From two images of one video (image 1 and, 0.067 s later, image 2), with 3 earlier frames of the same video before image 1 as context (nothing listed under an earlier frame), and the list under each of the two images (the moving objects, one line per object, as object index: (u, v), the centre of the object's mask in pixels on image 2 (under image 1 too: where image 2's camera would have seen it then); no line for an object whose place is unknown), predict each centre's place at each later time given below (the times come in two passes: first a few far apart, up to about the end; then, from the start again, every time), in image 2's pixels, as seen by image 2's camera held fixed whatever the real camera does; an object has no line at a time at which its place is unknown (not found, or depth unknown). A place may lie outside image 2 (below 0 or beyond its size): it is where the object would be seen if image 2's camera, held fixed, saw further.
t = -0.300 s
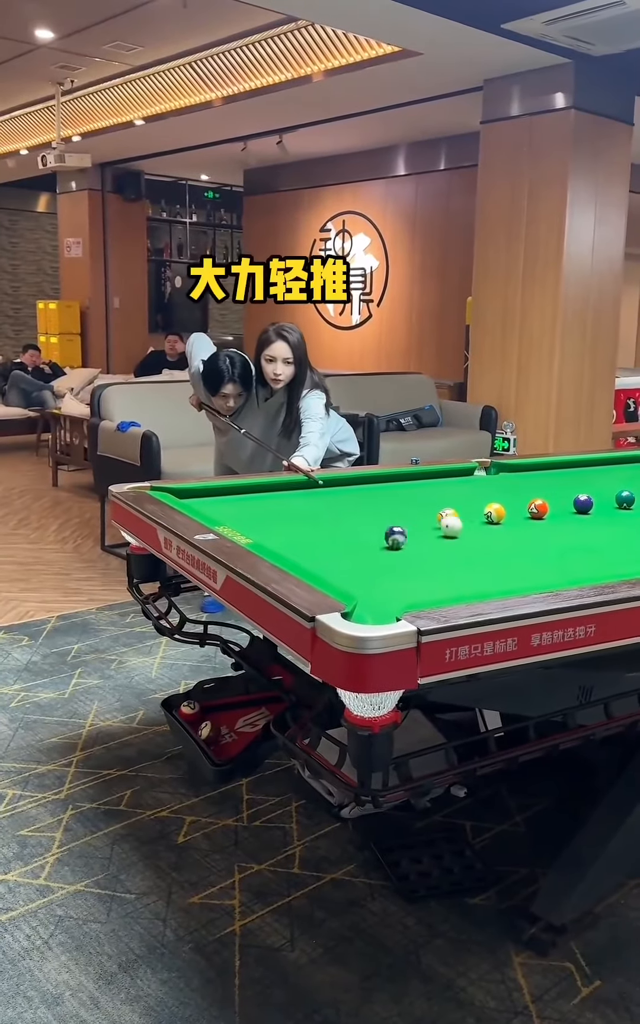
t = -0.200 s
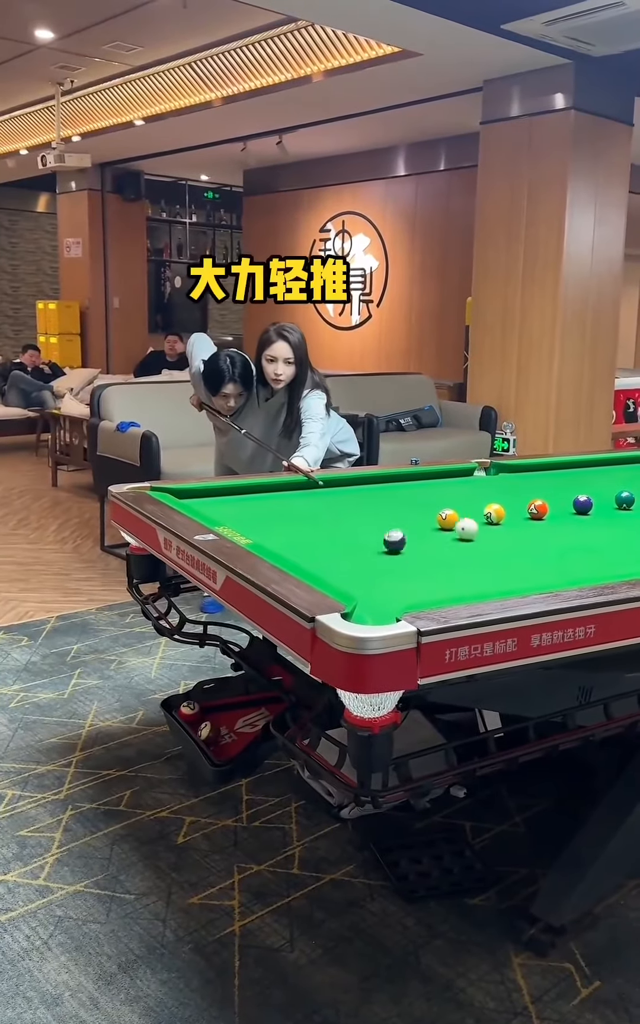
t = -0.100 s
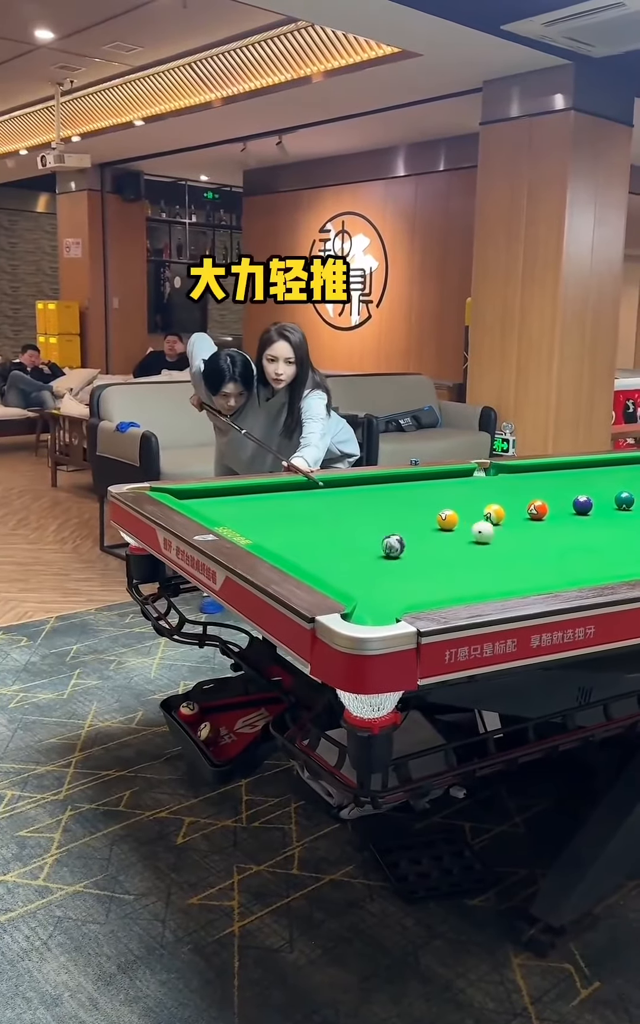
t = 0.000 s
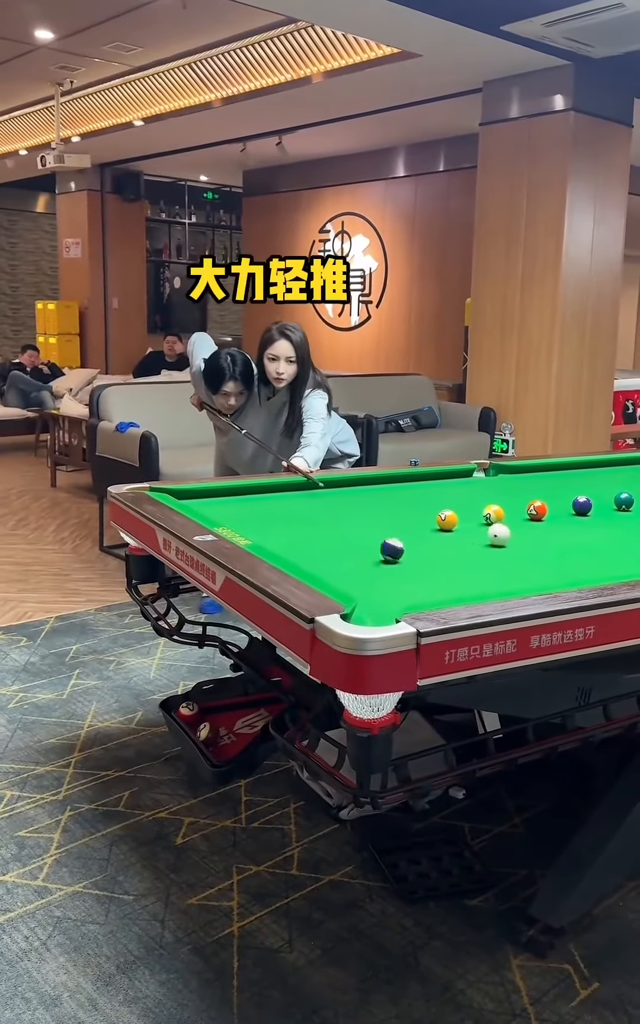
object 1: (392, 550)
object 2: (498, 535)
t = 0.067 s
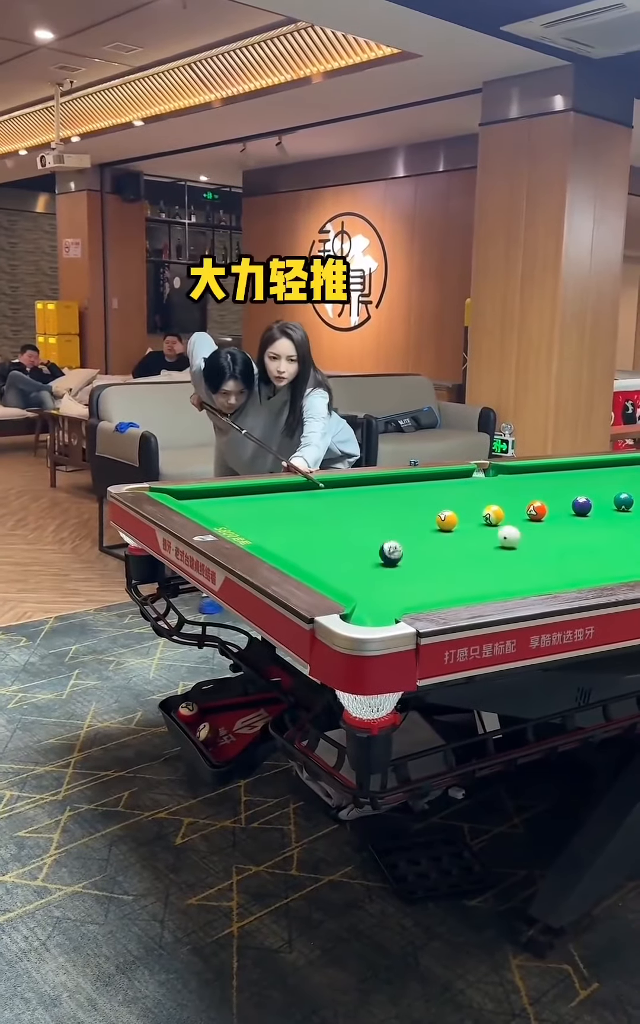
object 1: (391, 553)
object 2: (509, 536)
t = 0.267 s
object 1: (389, 560)
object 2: (541, 541)
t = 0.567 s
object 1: (386, 573)
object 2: (589, 549)
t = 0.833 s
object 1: (383, 584)
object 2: (630, 555)
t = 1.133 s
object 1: (379, 597)
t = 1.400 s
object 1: (377, 608)
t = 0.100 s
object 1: (391, 554)
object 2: (514, 537)
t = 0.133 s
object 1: (390, 556)
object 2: (519, 538)
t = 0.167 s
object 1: (390, 557)
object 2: (525, 539)
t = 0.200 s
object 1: (390, 558)
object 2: (530, 540)
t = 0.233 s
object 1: (389, 559)
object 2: (536, 541)
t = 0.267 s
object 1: (389, 560)
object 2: (541, 541)
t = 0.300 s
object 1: (389, 562)
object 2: (546, 542)
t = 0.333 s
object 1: (388, 563)
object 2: (551, 543)
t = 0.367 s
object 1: (388, 565)
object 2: (557, 544)
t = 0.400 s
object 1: (388, 566)
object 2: (562, 544)
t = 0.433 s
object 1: (387, 567)
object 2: (568, 545)
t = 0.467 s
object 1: (387, 569)
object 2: (572, 546)
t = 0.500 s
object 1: (387, 570)
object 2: (578, 547)
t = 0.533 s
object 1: (386, 572)
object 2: (583, 548)
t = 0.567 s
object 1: (386, 573)
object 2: (589, 549)
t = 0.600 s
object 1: (385, 574)
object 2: (594, 549)
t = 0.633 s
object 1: (385, 576)
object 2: (599, 550)
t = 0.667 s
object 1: (385, 577)
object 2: (604, 551)
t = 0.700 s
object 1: (384, 579)
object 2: (610, 552)
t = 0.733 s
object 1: (384, 580)
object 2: (615, 552)
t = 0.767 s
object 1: (384, 581)
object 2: (620, 553)
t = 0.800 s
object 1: (383, 583)
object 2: (625, 554)
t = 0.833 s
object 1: (383, 584)
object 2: (630, 555)
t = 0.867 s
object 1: (382, 585)
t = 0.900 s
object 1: (382, 587)
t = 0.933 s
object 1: (382, 589)
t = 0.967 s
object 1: (381, 590)
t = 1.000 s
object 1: (381, 592)
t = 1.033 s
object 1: (380, 593)
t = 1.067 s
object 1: (380, 594)
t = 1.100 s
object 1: (380, 595)
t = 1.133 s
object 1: (379, 597)
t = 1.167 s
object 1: (379, 598)
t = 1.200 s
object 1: (379, 600)
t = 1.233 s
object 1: (378, 601)
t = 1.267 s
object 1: (378, 603)
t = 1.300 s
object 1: (377, 604)
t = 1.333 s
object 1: (377, 605)
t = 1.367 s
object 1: (377, 607)
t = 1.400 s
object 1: (377, 608)
